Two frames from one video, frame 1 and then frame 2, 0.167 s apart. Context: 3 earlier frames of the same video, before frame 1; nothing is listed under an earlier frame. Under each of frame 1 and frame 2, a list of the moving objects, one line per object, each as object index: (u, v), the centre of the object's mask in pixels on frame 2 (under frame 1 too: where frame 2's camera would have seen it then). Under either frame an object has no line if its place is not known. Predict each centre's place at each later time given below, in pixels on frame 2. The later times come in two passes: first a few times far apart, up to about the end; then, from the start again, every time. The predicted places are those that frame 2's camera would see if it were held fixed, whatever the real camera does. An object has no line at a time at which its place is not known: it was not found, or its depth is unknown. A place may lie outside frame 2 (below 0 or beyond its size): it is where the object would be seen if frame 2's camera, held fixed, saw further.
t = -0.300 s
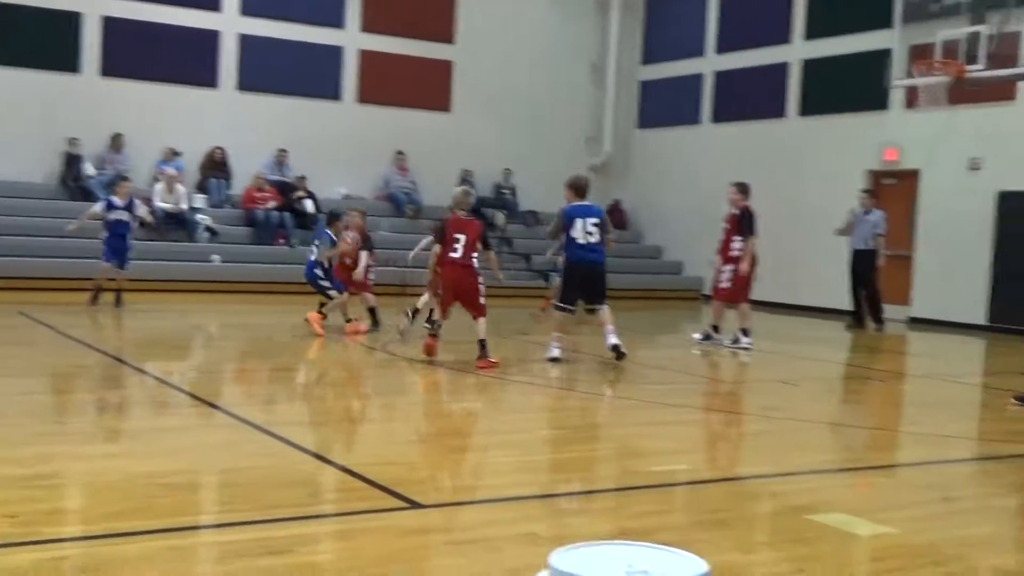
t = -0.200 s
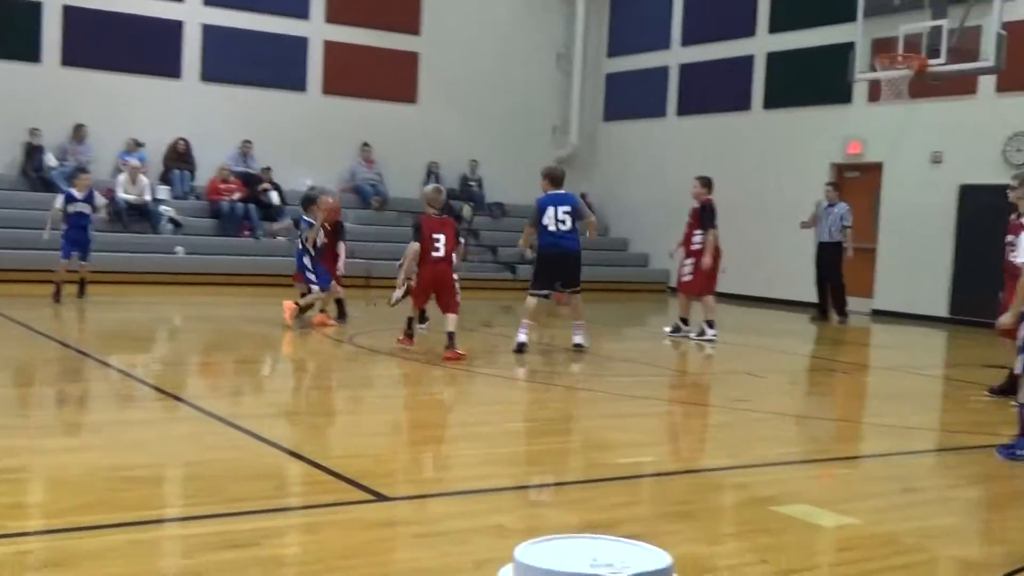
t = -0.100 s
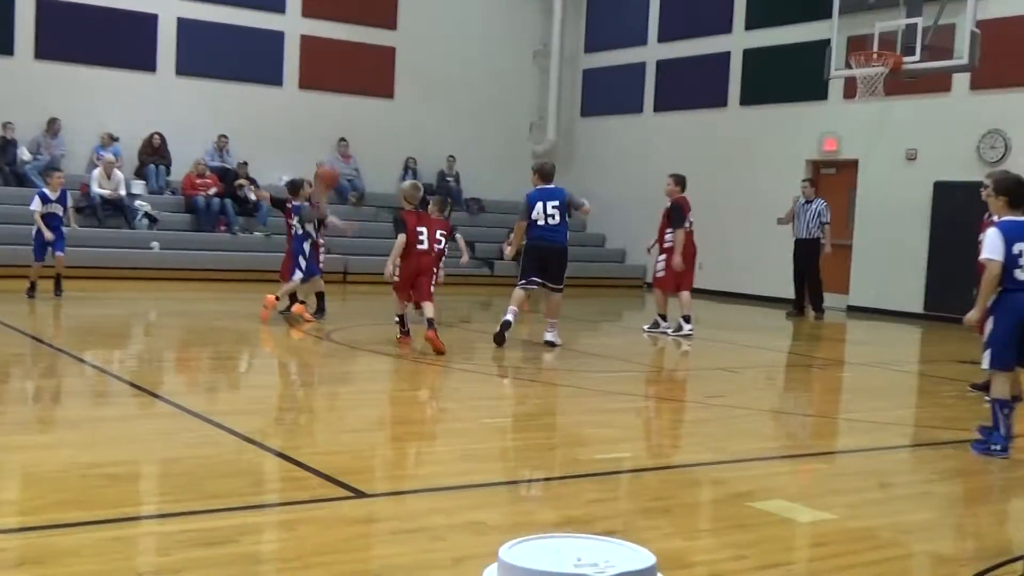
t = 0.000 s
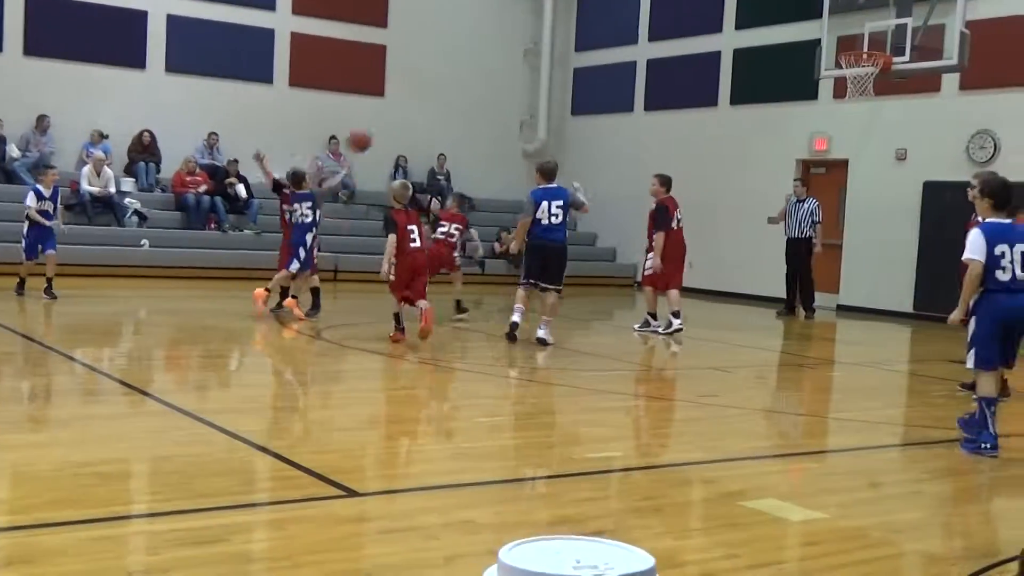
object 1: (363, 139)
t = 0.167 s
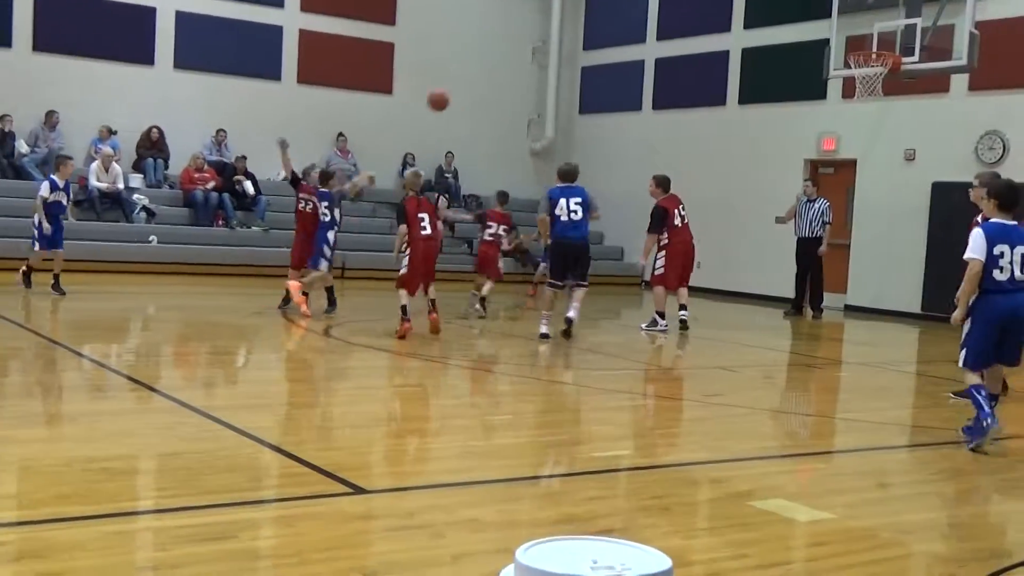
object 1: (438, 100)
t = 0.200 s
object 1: (451, 96)
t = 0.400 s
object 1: (514, 93)
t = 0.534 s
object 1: (544, 106)
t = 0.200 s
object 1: (451, 96)
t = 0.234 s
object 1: (463, 93)
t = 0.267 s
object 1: (474, 92)
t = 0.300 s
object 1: (485, 91)
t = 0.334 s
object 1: (495, 91)
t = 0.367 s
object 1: (504, 92)
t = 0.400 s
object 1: (514, 93)
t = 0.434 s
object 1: (522, 95)
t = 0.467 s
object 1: (529, 98)
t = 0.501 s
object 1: (537, 102)
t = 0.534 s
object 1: (544, 106)
